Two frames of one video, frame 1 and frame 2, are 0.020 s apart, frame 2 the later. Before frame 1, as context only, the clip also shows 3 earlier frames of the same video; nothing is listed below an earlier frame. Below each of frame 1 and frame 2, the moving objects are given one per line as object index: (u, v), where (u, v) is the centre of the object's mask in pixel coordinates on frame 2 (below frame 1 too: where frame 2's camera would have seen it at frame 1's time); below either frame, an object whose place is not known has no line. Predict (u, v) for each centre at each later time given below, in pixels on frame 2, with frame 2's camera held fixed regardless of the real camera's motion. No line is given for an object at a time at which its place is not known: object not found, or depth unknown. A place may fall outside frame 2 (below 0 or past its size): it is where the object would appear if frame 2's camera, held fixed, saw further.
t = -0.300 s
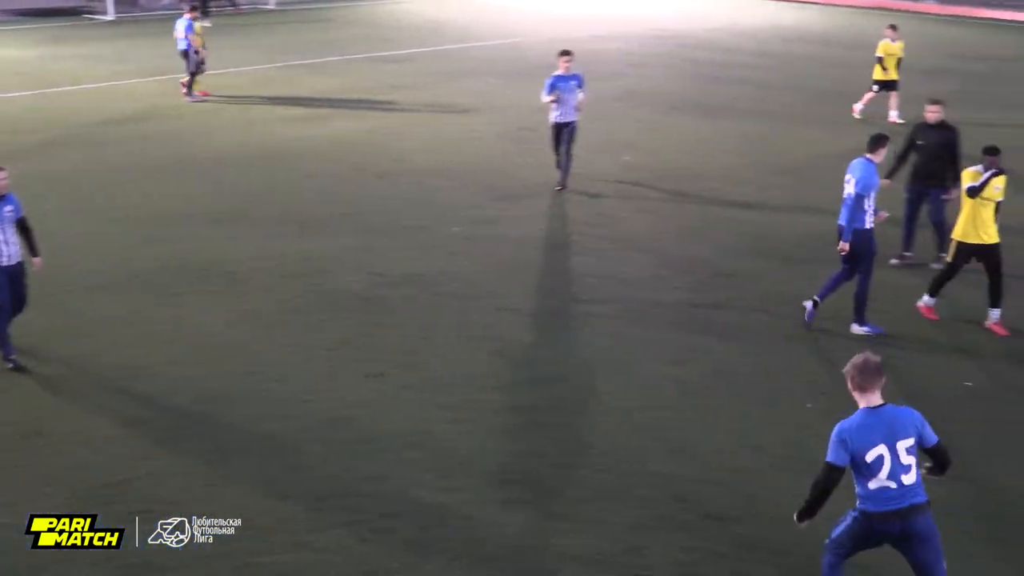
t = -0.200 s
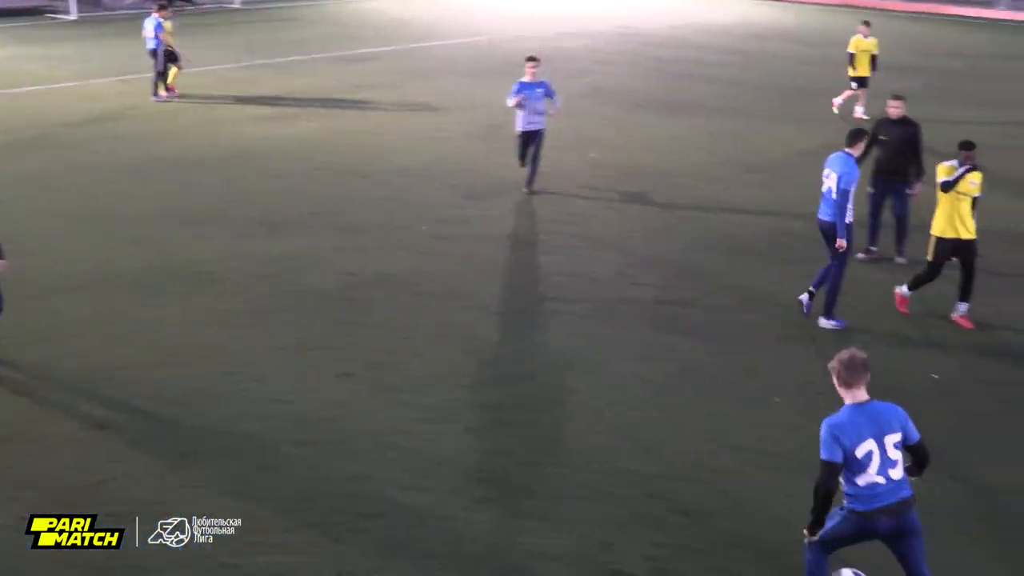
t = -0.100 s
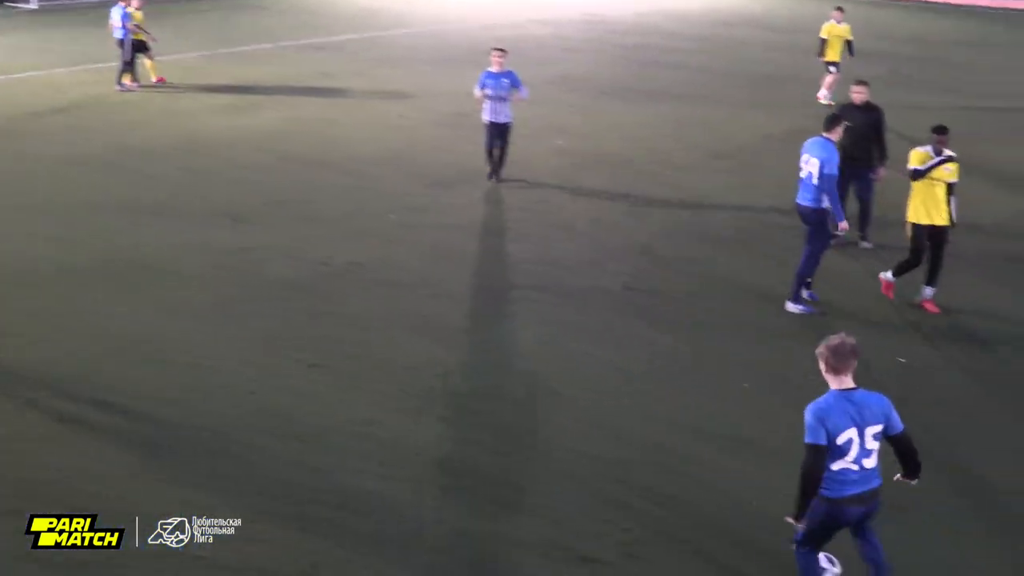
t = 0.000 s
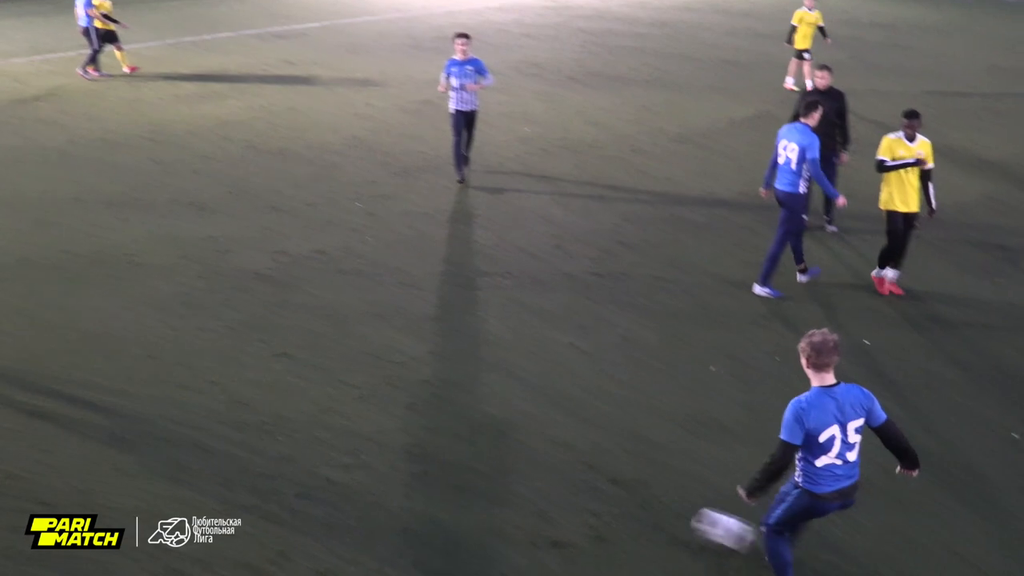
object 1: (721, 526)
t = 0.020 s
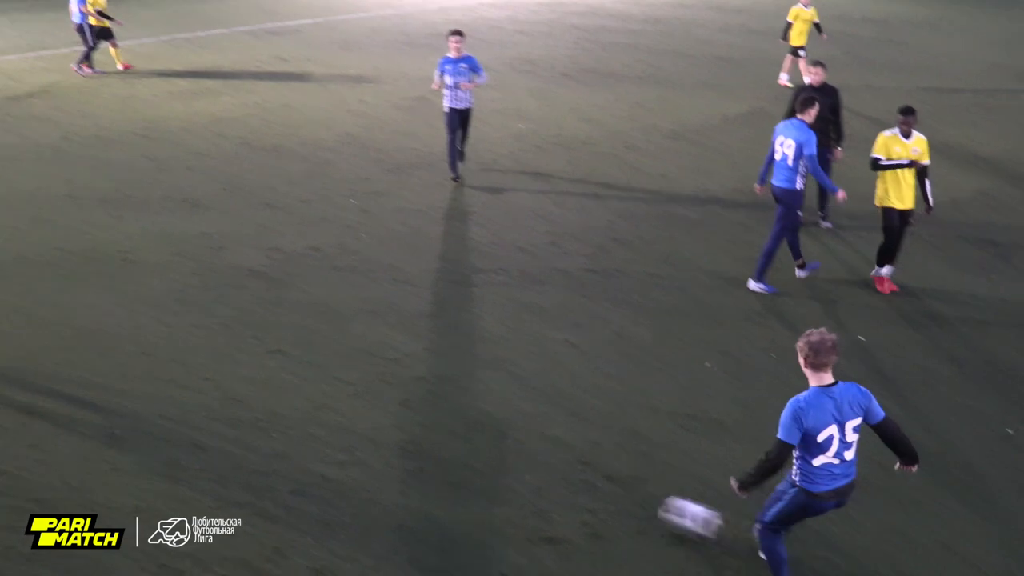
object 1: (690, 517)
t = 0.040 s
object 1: (660, 508)
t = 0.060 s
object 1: (630, 501)
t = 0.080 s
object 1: (603, 493)
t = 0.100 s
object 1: (576, 485)
